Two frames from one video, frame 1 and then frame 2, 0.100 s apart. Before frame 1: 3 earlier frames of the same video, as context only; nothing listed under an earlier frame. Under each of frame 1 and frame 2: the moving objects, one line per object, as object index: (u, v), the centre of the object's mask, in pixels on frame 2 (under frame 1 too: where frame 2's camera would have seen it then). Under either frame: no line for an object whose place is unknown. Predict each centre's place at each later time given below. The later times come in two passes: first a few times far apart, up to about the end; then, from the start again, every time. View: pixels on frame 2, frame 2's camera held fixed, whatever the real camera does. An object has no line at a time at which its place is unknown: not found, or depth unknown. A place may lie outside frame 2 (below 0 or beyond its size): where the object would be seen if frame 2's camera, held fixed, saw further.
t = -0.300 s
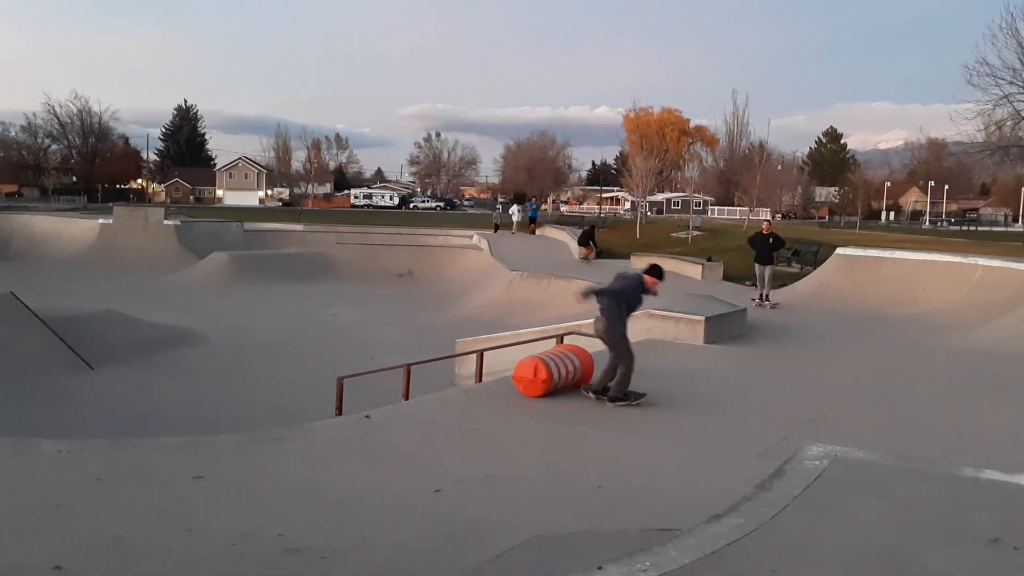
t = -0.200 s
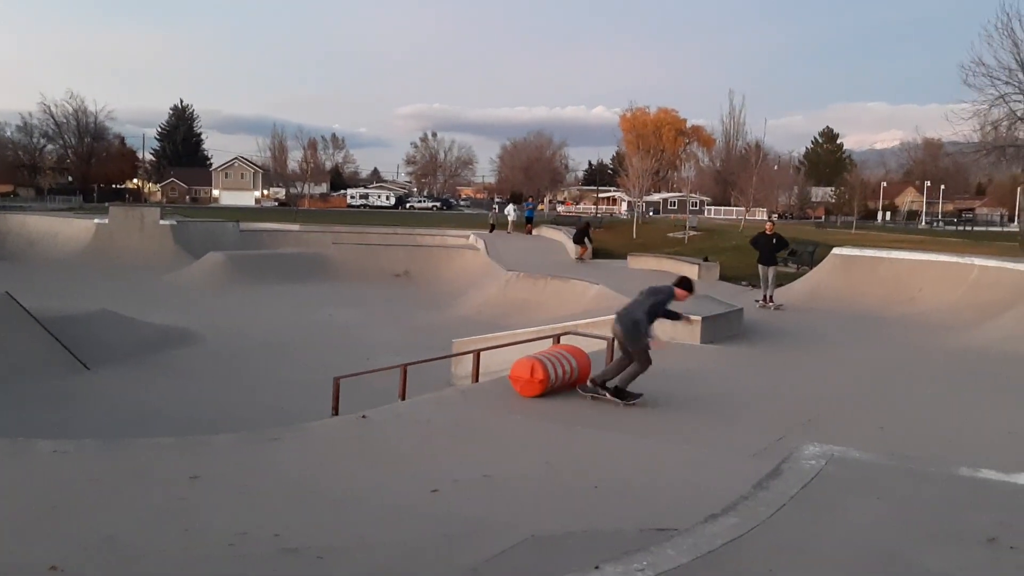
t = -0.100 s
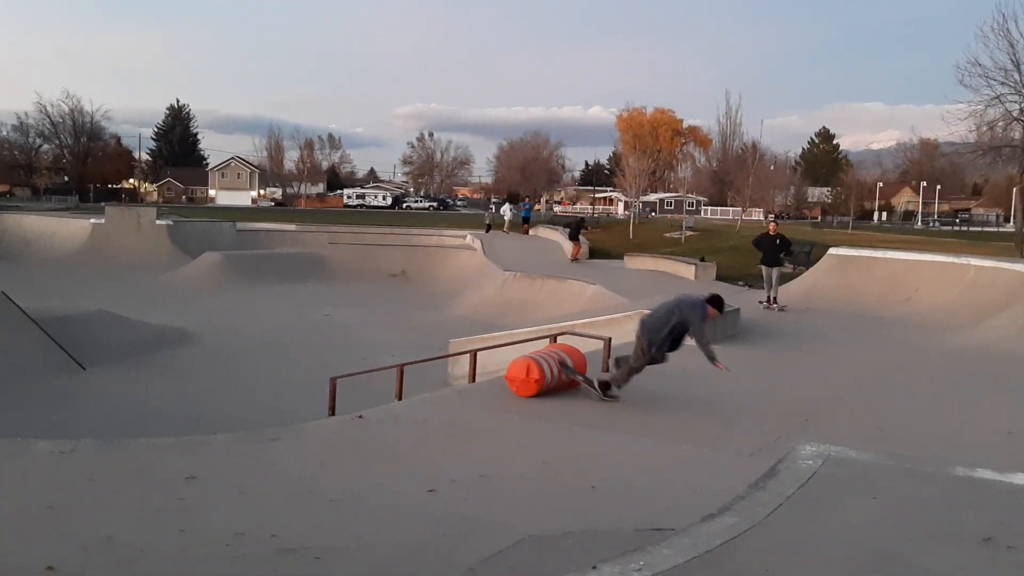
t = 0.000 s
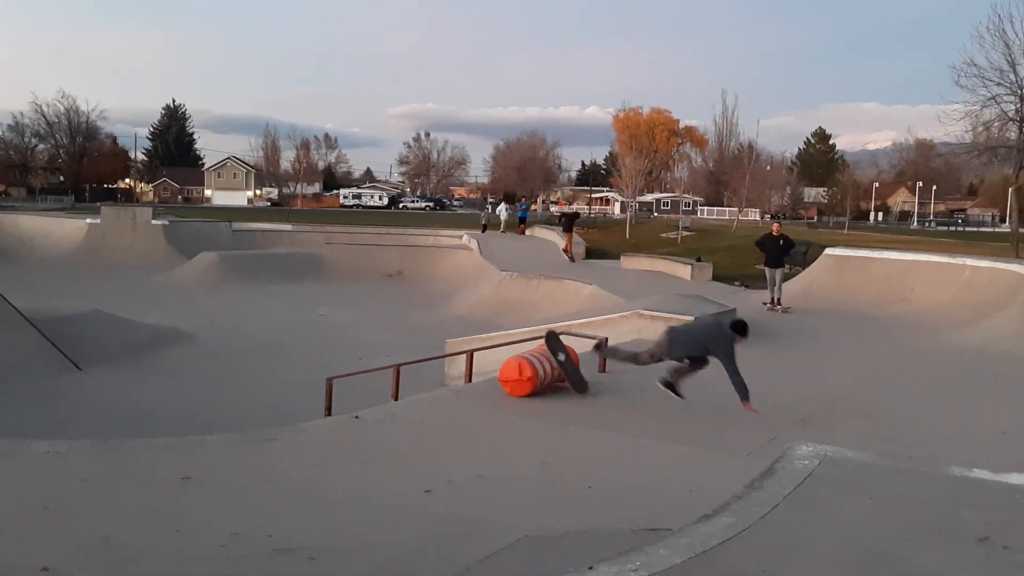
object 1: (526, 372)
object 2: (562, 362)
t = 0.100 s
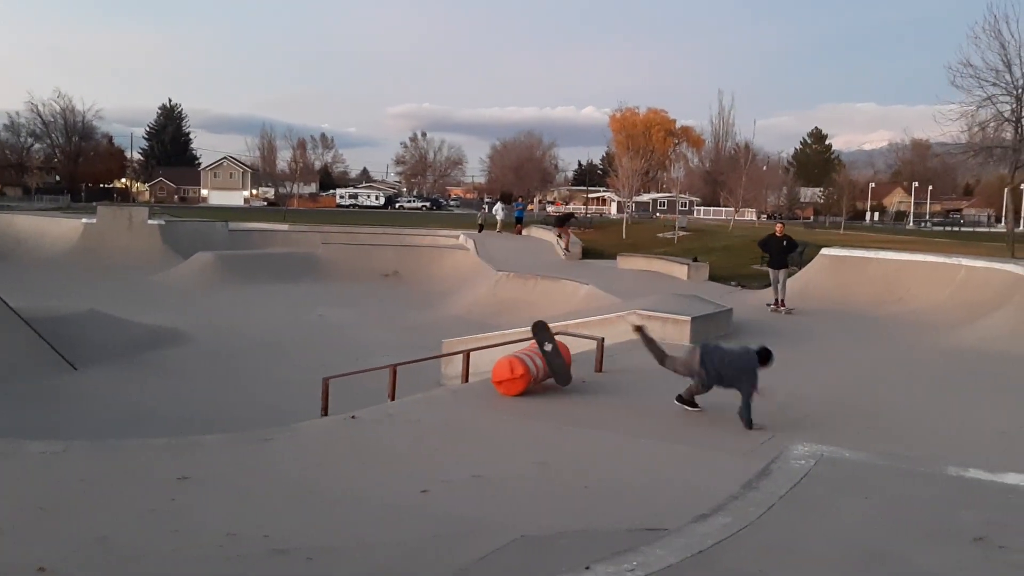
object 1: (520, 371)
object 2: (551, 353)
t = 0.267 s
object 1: (513, 371)
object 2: (549, 359)
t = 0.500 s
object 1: (509, 363)
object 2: (545, 375)
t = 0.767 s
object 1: (497, 361)
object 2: (532, 378)
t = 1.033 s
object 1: (487, 361)
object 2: (528, 385)
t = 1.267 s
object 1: (474, 362)
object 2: (523, 385)
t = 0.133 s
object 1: (519, 370)
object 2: (551, 353)
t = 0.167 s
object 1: (517, 371)
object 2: (550, 353)
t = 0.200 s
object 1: (516, 371)
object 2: (549, 355)
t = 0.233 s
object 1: (514, 372)
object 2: (549, 357)
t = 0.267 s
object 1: (513, 371)
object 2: (549, 359)
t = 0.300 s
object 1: (511, 371)
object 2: (549, 361)
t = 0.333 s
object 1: (509, 371)
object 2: (549, 364)
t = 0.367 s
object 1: (513, 367)
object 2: (549, 367)
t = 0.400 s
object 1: (512, 366)
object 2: (548, 368)
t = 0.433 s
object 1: (511, 365)
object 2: (547, 370)
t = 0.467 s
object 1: (510, 364)
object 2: (546, 373)
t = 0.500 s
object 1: (509, 363)
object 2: (545, 375)
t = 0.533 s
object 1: (507, 361)
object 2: (542, 379)
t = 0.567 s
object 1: (507, 361)
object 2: (541, 382)
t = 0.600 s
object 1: (506, 362)
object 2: (539, 386)
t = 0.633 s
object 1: (504, 362)
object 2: (538, 385)
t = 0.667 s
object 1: (502, 361)
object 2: (536, 383)
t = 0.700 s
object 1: (501, 361)
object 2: (535, 381)
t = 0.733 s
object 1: (498, 361)
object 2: (533, 379)
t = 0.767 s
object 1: (497, 361)
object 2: (532, 378)
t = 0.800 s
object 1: (496, 361)
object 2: (531, 378)
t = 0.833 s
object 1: (494, 361)
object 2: (530, 378)
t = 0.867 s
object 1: (493, 360)
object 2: (531, 378)
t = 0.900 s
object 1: (492, 360)
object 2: (530, 378)
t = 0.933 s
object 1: (491, 361)
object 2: (530, 379)
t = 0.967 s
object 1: (489, 361)
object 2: (529, 380)
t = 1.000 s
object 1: (488, 361)
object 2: (530, 383)
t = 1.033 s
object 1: (487, 361)
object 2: (528, 385)
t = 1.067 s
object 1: (485, 361)
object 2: (525, 385)
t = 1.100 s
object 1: (485, 361)
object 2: (525, 384)
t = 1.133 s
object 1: (483, 362)
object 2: (526, 385)
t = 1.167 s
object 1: (481, 362)
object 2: (523, 385)
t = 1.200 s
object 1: (478, 362)
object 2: (522, 384)
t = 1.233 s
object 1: (476, 361)
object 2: (521, 384)
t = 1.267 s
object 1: (474, 362)
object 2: (523, 385)
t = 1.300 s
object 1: (472, 362)
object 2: (523, 385)
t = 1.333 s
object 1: (471, 362)
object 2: (523, 385)
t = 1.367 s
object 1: (470, 362)
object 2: (524, 386)
